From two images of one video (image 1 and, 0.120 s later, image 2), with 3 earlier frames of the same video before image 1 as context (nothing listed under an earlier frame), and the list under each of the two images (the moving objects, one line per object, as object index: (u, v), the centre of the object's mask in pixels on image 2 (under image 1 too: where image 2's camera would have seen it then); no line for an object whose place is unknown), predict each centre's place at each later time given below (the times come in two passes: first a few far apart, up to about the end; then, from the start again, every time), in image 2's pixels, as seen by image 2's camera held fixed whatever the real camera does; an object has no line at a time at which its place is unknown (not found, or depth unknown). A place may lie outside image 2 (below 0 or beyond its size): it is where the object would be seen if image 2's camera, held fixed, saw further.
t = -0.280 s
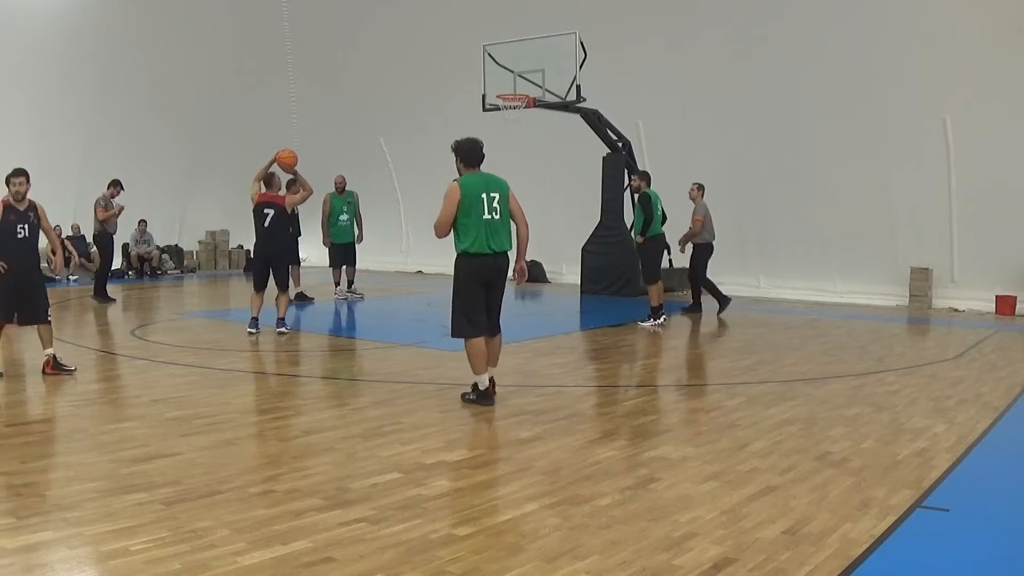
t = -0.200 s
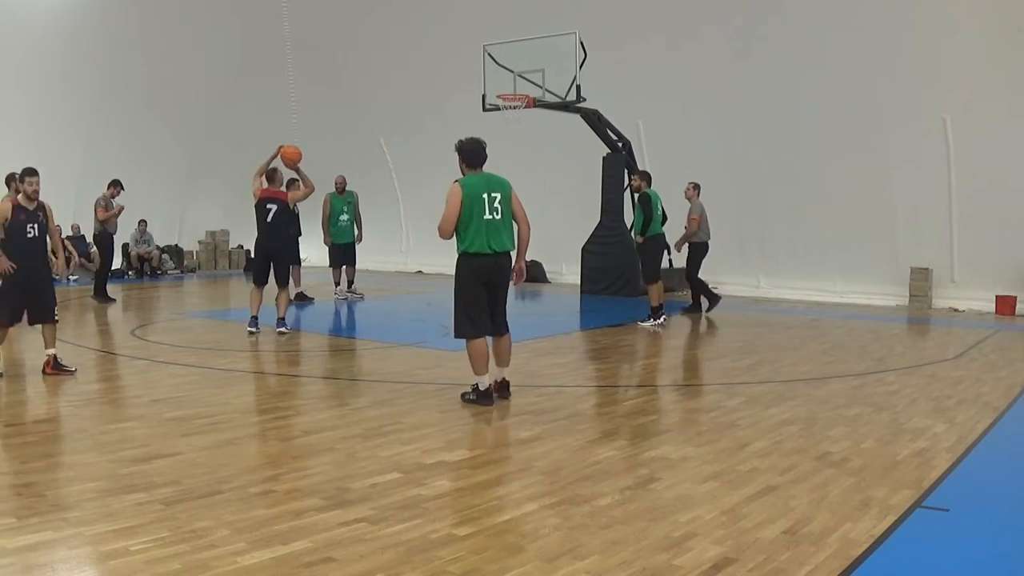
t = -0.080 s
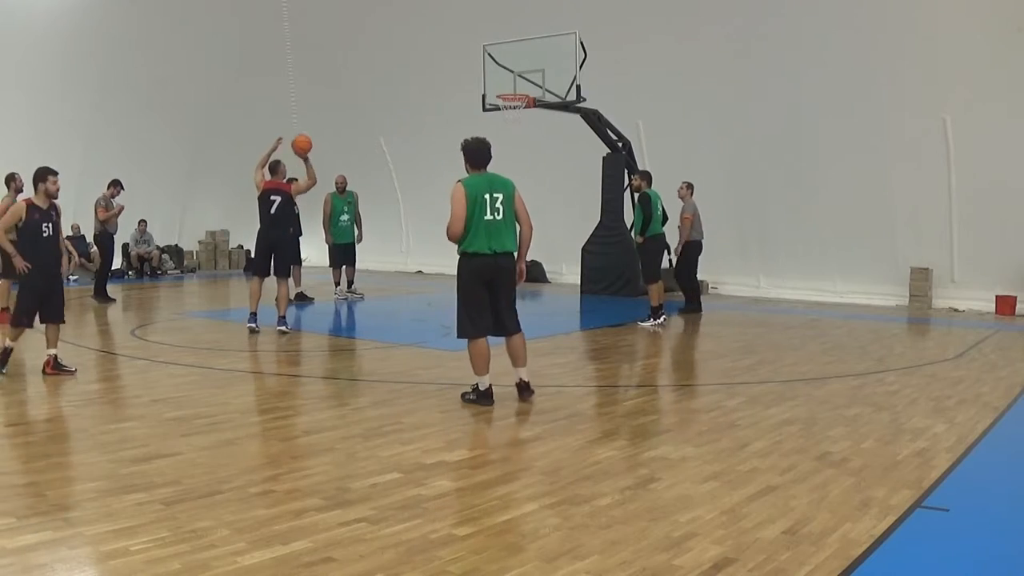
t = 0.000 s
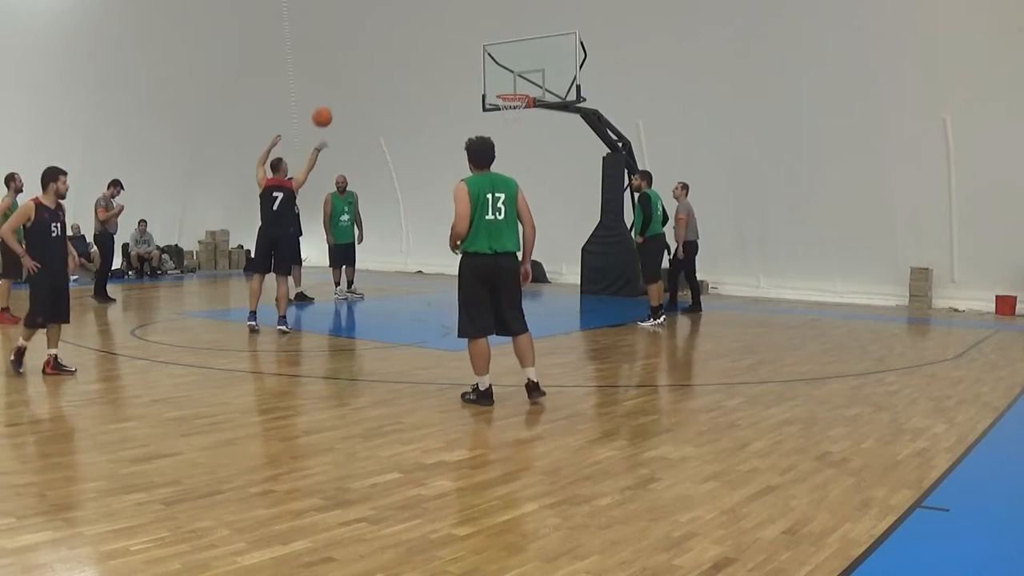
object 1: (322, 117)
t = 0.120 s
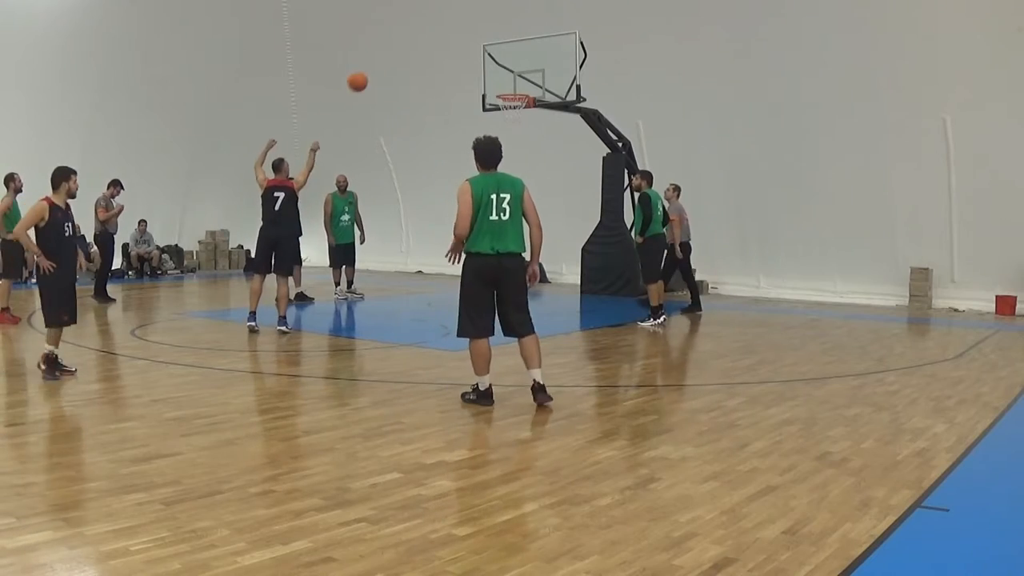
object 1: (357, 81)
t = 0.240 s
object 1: (390, 60)
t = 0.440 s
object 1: (438, 50)
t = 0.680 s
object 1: (489, 76)
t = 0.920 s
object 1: (502, 66)
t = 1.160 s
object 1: (505, 70)
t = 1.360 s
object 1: (506, 101)
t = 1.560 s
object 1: (512, 136)
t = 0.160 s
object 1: (369, 73)
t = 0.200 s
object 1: (379, 66)
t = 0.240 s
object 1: (390, 60)
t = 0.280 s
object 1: (400, 55)
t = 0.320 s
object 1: (410, 52)
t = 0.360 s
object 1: (420, 51)
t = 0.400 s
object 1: (429, 50)
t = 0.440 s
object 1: (438, 50)
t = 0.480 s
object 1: (447, 52)
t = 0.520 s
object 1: (456, 55)
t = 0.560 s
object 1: (465, 59)
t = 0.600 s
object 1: (473, 63)
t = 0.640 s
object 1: (481, 69)
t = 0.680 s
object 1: (489, 76)
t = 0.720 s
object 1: (497, 83)
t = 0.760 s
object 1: (500, 84)
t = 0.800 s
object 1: (501, 78)
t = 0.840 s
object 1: (501, 73)
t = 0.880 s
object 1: (502, 69)
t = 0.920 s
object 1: (502, 66)
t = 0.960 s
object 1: (503, 64)
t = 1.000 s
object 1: (503, 63)
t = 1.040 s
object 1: (504, 63)
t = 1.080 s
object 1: (504, 65)
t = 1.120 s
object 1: (504, 67)
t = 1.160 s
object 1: (505, 70)
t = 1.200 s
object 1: (505, 75)
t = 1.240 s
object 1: (505, 80)
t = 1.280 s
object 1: (506, 86)
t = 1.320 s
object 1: (505, 94)
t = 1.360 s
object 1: (506, 101)
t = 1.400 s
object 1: (507, 111)
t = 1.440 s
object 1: (508, 118)
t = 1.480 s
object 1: (509, 123)
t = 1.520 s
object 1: (511, 129)
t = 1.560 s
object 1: (512, 136)
